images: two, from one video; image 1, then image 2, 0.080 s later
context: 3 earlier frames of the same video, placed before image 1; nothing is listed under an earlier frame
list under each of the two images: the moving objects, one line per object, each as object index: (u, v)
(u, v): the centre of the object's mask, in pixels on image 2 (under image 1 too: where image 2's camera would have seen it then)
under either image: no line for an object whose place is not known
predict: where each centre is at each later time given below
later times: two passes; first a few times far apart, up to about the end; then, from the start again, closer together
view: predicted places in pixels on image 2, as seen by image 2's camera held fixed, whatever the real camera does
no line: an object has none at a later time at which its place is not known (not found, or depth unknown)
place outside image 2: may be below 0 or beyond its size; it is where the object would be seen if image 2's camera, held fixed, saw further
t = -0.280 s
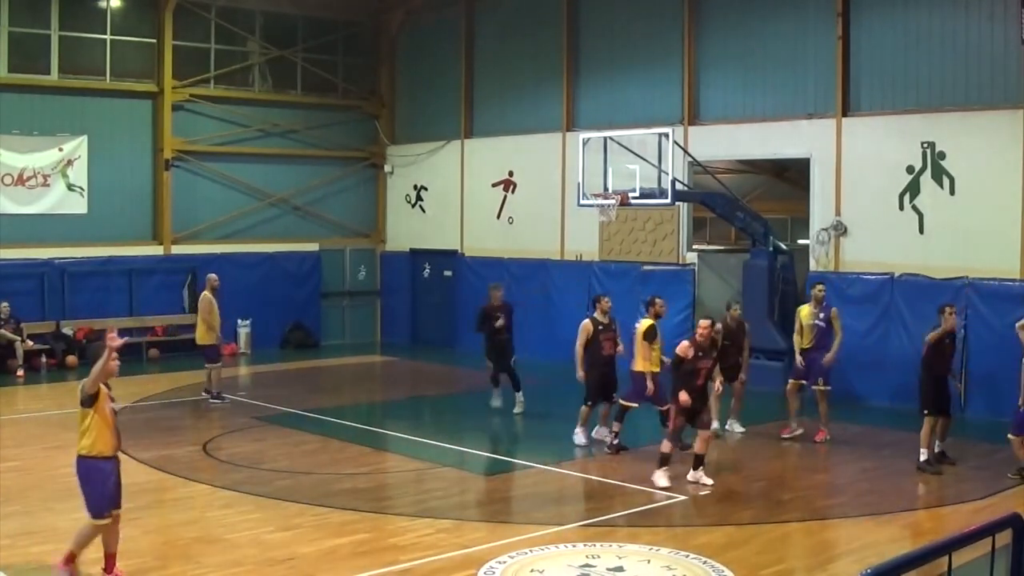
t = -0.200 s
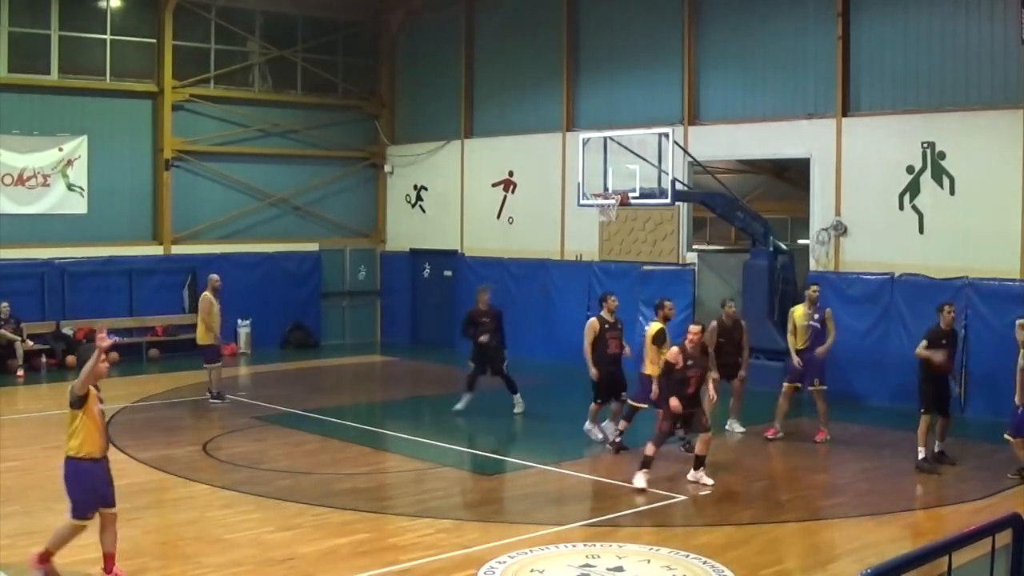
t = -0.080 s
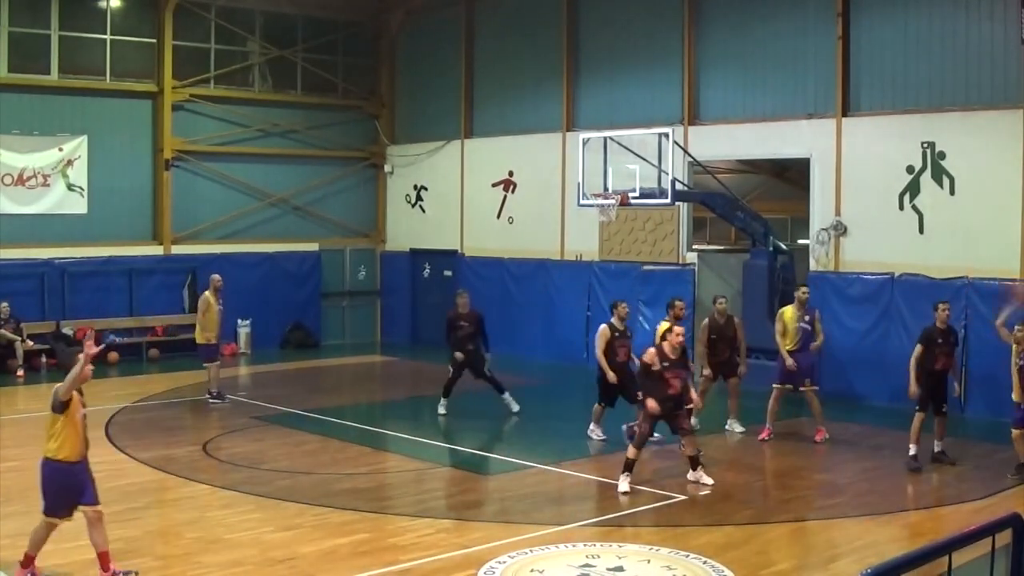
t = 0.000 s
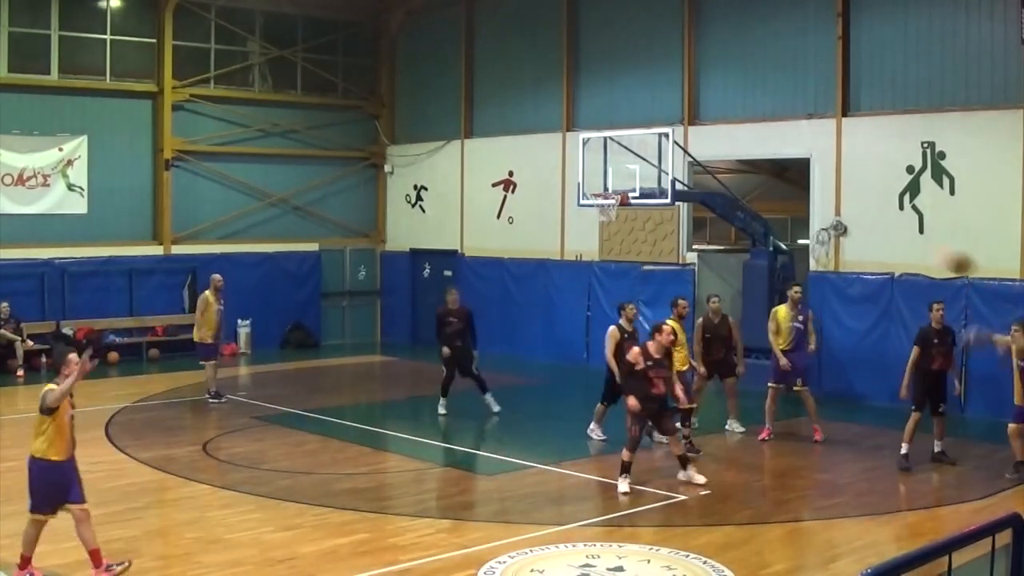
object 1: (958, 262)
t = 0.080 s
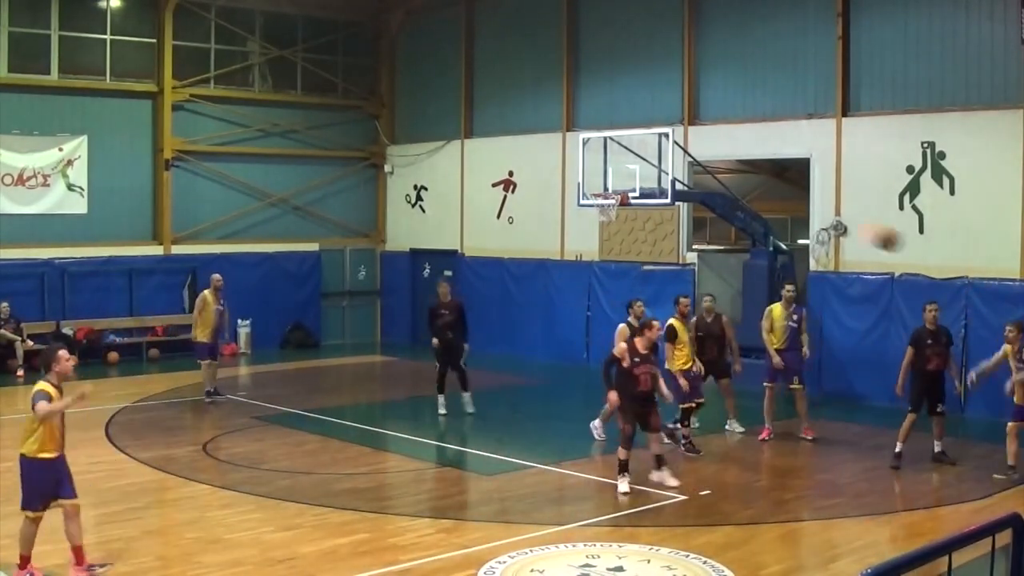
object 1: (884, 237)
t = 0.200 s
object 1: (760, 209)
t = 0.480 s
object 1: (454, 213)
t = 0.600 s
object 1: (316, 237)
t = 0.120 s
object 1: (845, 227)
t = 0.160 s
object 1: (804, 216)
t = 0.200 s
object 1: (760, 209)
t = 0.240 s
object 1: (721, 204)
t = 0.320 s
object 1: (637, 198)
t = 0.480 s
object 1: (454, 213)
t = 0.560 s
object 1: (359, 228)
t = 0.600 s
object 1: (316, 237)
